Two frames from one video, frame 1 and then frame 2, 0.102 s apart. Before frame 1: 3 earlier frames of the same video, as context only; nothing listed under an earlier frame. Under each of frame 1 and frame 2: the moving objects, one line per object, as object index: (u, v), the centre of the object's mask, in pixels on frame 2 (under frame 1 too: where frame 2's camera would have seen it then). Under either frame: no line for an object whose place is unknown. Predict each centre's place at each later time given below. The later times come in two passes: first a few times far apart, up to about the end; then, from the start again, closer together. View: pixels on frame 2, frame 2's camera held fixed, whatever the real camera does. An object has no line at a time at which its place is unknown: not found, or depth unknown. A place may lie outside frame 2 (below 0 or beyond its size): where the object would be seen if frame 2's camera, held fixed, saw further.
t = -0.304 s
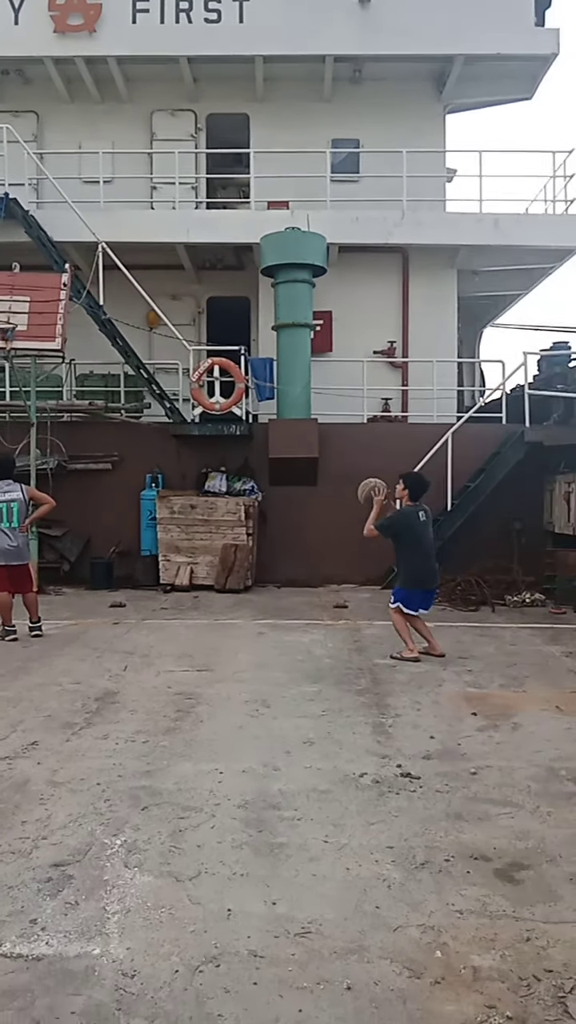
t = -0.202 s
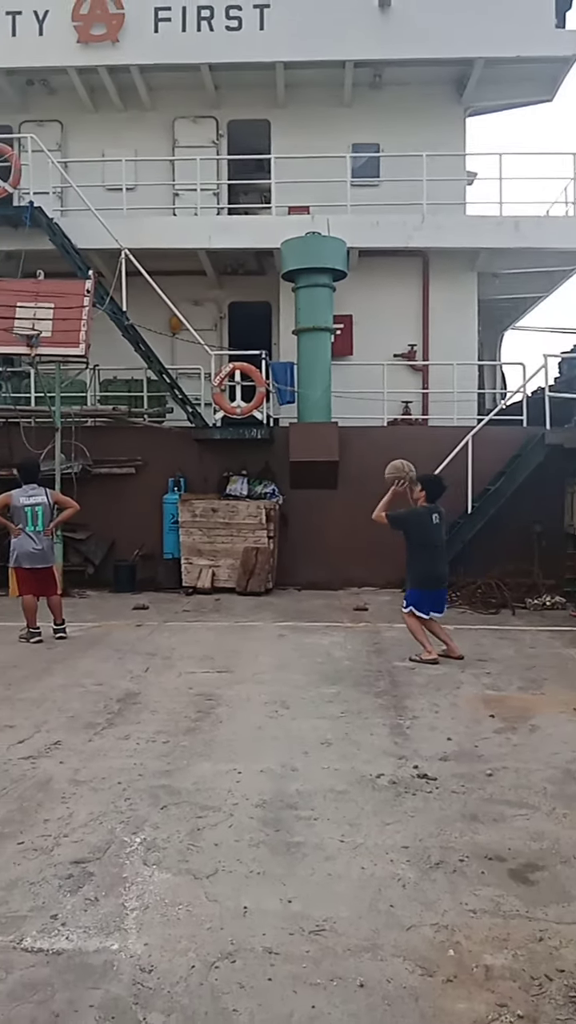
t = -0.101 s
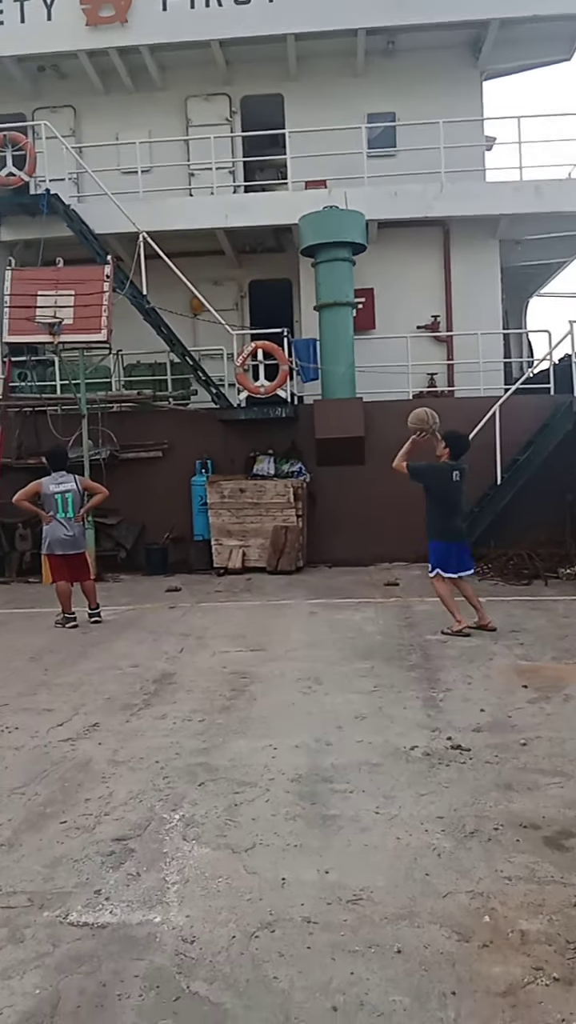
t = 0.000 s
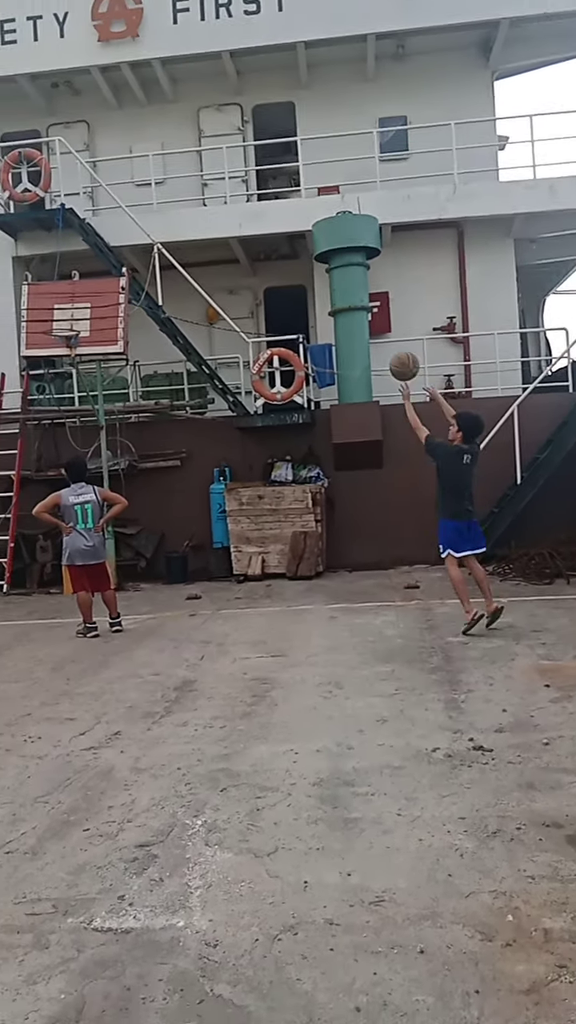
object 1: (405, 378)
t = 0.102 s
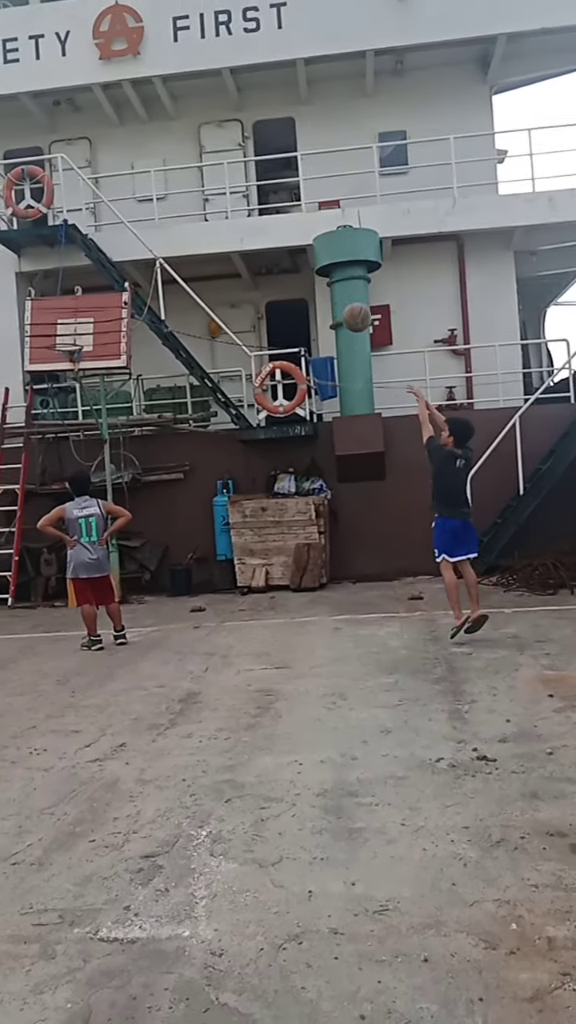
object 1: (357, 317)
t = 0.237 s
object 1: (299, 263)
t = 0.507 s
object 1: (205, 227)
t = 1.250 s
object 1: (57, 306)
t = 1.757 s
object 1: (8, 367)
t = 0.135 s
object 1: (341, 301)
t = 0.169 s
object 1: (326, 287)
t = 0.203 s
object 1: (313, 274)
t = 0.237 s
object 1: (299, 263)
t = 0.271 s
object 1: (286, 255)
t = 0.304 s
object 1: (272, 247)
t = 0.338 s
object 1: (258, 239)
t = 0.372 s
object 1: (247, 234)
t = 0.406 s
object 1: (235, 230)
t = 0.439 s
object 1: (224, 227)
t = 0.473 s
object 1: (214, 226)
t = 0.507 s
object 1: (205, 227)
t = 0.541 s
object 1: (194, 228)
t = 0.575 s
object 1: (184, 230)
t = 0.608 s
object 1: (174, 233)
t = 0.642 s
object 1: (165, 237)
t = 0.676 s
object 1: (155, 242)
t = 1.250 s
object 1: (57, 306)
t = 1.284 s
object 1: (53, 302)
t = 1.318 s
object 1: (50, 300)
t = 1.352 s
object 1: (47, 300)
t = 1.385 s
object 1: (41, 300)
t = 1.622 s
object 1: (19, 327)
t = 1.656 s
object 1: (17, 336)
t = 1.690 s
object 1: (15, 346)
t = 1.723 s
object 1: (11, 356)
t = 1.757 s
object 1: (8, 367)
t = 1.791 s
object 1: (5, 379)
